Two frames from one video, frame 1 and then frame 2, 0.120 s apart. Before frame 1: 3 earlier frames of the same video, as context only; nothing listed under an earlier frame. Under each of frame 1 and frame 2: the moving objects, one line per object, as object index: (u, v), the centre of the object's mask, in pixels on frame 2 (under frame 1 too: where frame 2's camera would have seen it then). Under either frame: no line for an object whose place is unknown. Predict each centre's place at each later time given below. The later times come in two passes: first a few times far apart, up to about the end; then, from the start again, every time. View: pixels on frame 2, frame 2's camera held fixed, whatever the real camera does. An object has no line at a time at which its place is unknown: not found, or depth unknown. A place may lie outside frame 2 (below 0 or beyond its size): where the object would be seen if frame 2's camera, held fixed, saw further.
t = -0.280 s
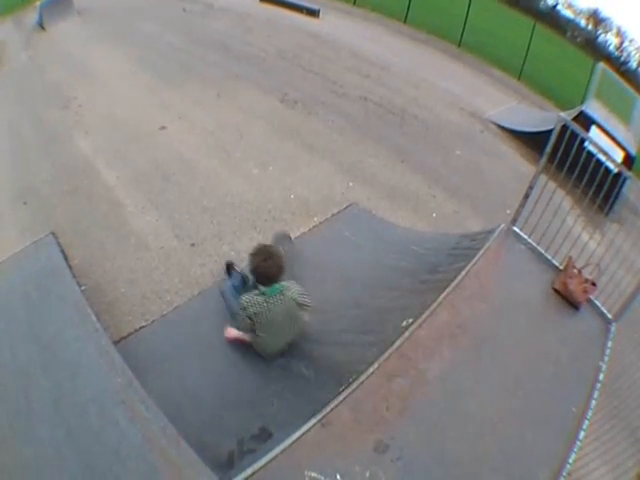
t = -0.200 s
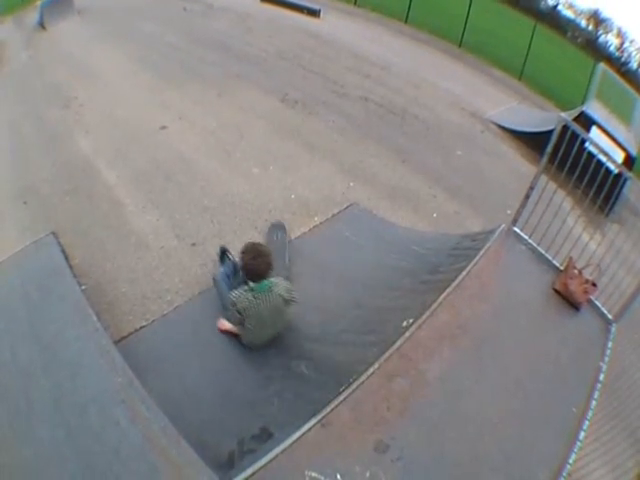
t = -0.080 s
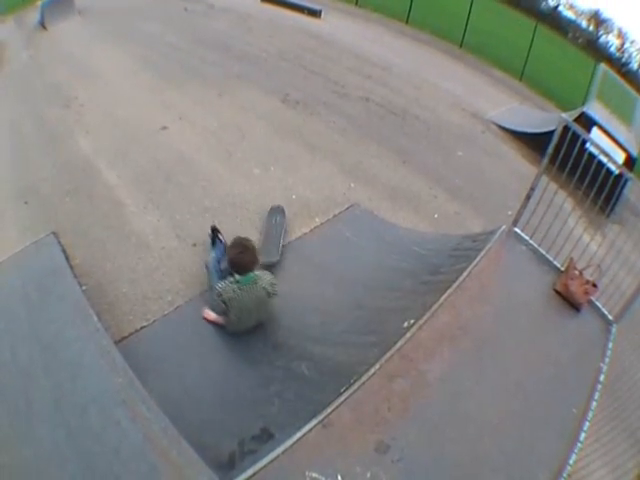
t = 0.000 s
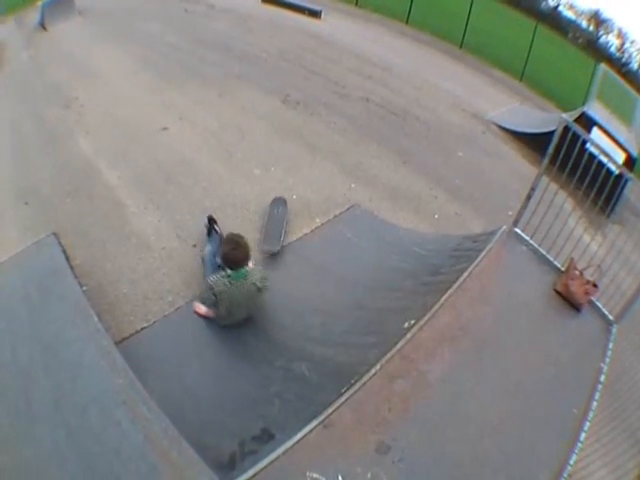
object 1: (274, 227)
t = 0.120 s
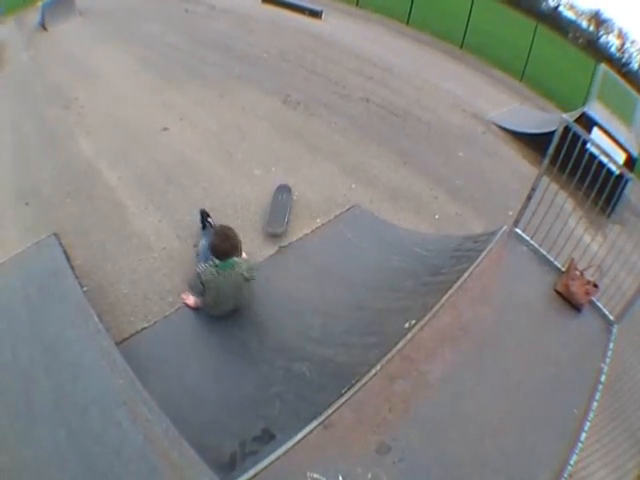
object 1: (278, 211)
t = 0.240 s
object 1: (282, 197)
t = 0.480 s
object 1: (287, 172)
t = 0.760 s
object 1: (292, 150)
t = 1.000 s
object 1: (294, 135)
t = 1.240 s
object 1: (296, 122)
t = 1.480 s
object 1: (297, 112)
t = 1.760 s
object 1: (299, 102)
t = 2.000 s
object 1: (300, 95)
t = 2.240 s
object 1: (301, 89)
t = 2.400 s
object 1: (301, 85)
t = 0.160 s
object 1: (279, 206)
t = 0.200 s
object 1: (280, 201)
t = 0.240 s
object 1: (282, 197)
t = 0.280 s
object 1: (283, 193)
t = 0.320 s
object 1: (284, 189)
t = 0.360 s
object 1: (285, 184)
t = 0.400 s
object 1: (286, 180)
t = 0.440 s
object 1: (286, 176)
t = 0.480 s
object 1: (287, 172)
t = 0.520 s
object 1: (288, 168)
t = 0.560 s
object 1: (289, 165)
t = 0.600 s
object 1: (289, 162)
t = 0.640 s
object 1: (290, 159)
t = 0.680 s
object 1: (291, 156)
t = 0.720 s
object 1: (291, 153)
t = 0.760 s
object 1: (292, 150)
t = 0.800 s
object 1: (292, 147)
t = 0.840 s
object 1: (292, 145)
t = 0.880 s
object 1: (293, 142)
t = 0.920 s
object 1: (293, 140)
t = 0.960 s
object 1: (293, 137)
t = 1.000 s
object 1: (294, 135)
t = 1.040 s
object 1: (295, 132)
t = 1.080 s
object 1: (295, 130)
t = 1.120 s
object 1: (296, 128)
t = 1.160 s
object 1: (296, 126)
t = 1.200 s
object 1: (296, 124)
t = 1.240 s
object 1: (296, 122)
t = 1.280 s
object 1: (296, 120)
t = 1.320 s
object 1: (296, 119)
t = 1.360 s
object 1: (297, 117)
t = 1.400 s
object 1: (297, 115)
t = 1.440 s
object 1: (297, 114)
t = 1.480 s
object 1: (297, 112)
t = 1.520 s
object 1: (298, 110)
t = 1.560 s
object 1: (298, 109)
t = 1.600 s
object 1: (298, 107)
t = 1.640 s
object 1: (298, 106)
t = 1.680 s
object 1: (298, 104)
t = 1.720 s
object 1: (298, 103)
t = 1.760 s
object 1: (299, 102)
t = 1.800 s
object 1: (299, 101)
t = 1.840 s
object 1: (300, 100)
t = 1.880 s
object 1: (299, 99)
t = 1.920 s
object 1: (300, 97)
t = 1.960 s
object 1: (299, 96)
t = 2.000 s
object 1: (300, 95)
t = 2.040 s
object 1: (300, 94)
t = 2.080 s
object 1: (300, 93)
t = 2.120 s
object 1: (300, 92)
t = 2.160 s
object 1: (301, 91)
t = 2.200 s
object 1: (301, 90)
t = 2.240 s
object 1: (301, 89)
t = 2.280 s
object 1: (301, 88)
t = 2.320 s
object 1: (301, 87)
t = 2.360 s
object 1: (301, 86)
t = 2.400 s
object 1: (301, 85)
